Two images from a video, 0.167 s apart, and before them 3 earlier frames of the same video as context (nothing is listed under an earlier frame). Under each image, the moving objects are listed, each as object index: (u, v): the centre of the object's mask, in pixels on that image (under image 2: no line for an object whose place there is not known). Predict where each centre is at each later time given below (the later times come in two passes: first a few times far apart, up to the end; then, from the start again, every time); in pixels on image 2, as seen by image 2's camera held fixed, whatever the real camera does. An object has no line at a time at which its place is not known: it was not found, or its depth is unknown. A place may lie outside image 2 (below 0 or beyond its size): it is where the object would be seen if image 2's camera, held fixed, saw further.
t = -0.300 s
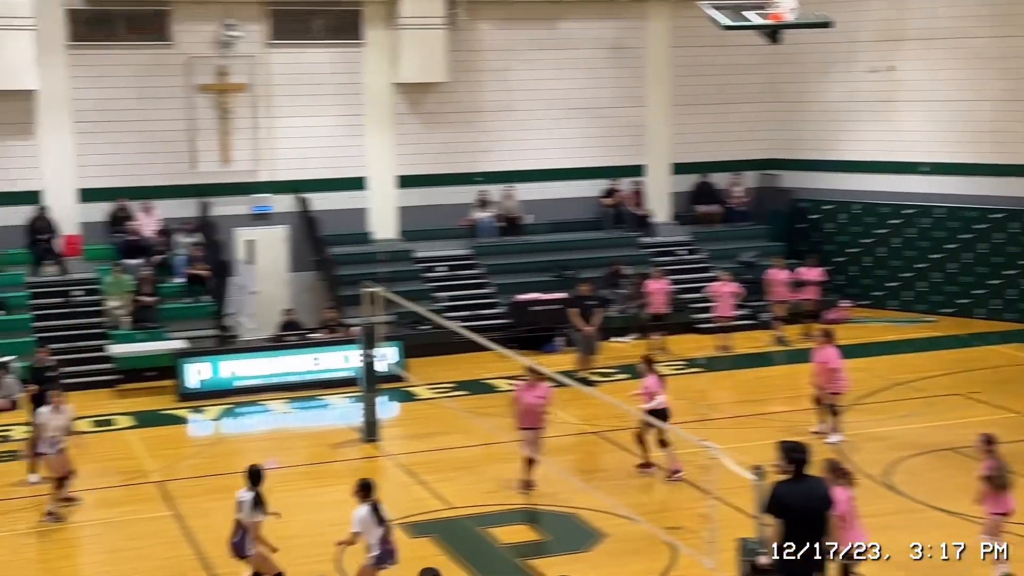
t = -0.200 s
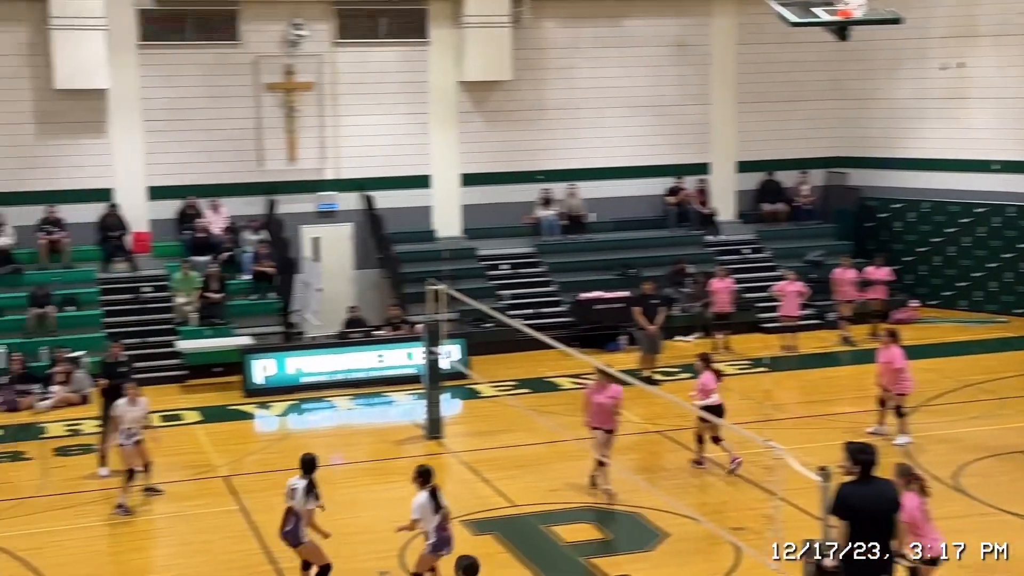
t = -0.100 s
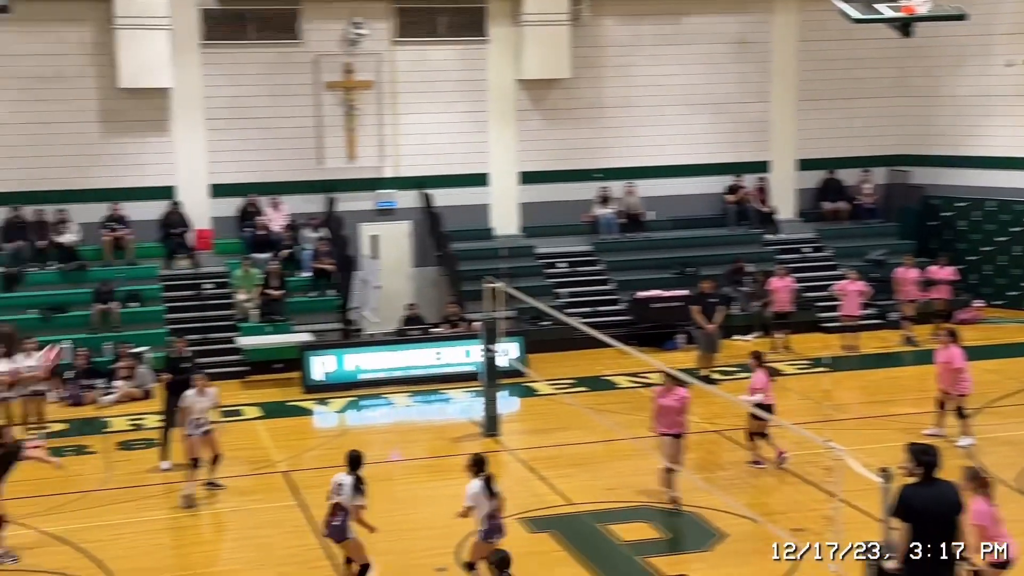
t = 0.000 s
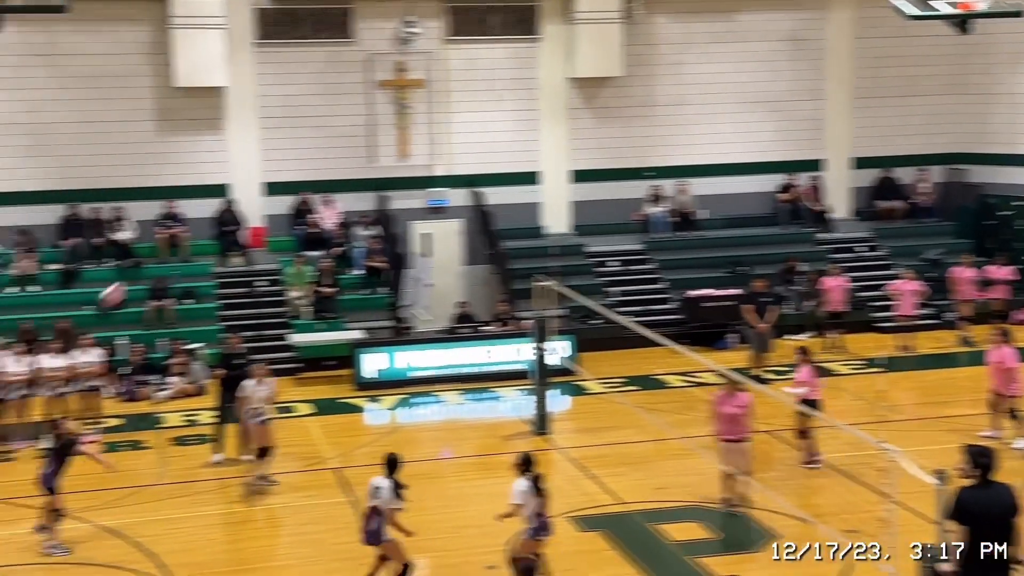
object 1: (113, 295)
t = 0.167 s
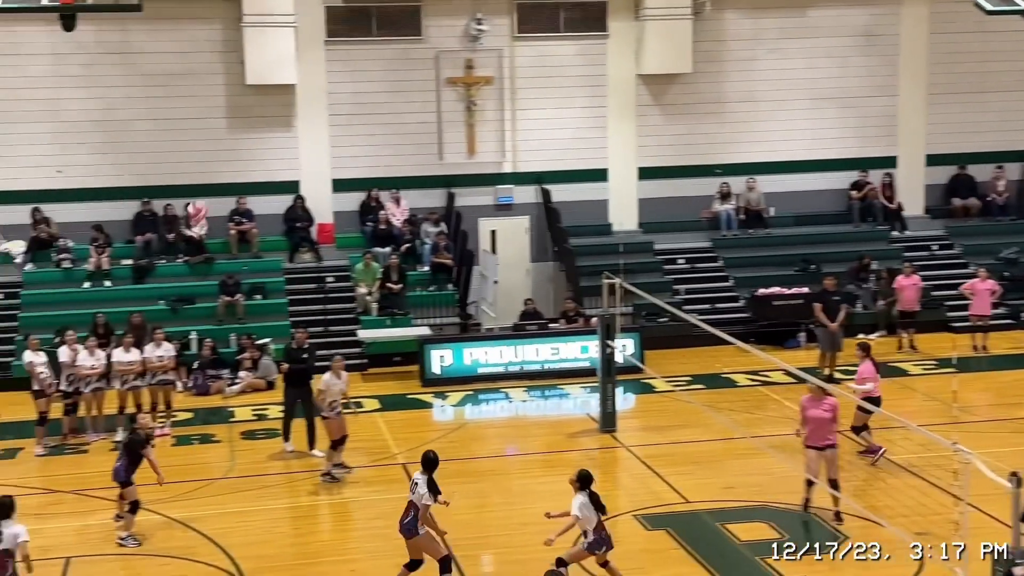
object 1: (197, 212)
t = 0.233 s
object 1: (202, 187)
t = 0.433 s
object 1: (220, 136)
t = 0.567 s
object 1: (232, 123)
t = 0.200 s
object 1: (201, 199)
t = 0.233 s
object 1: (202, 187)
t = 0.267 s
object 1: (206, 176)
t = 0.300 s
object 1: (208, 166)
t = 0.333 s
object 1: (212, 157)
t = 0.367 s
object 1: (215, 149)
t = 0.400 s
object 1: (217, 142)
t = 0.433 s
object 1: (220, 136)
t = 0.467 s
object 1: (222, 132)
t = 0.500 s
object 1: (225, 127)
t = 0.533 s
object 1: (229, 125)
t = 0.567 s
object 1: (232, 123)
